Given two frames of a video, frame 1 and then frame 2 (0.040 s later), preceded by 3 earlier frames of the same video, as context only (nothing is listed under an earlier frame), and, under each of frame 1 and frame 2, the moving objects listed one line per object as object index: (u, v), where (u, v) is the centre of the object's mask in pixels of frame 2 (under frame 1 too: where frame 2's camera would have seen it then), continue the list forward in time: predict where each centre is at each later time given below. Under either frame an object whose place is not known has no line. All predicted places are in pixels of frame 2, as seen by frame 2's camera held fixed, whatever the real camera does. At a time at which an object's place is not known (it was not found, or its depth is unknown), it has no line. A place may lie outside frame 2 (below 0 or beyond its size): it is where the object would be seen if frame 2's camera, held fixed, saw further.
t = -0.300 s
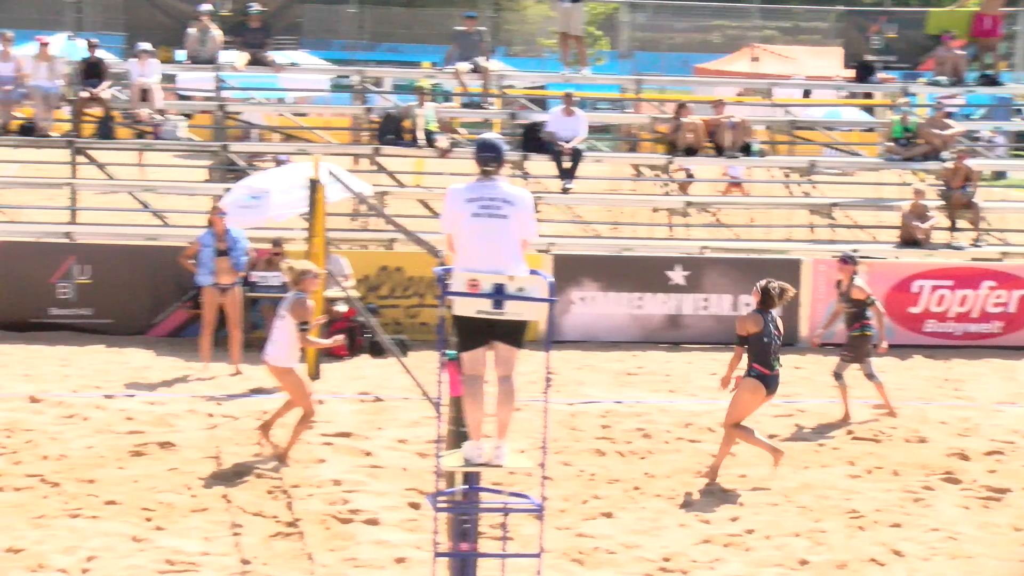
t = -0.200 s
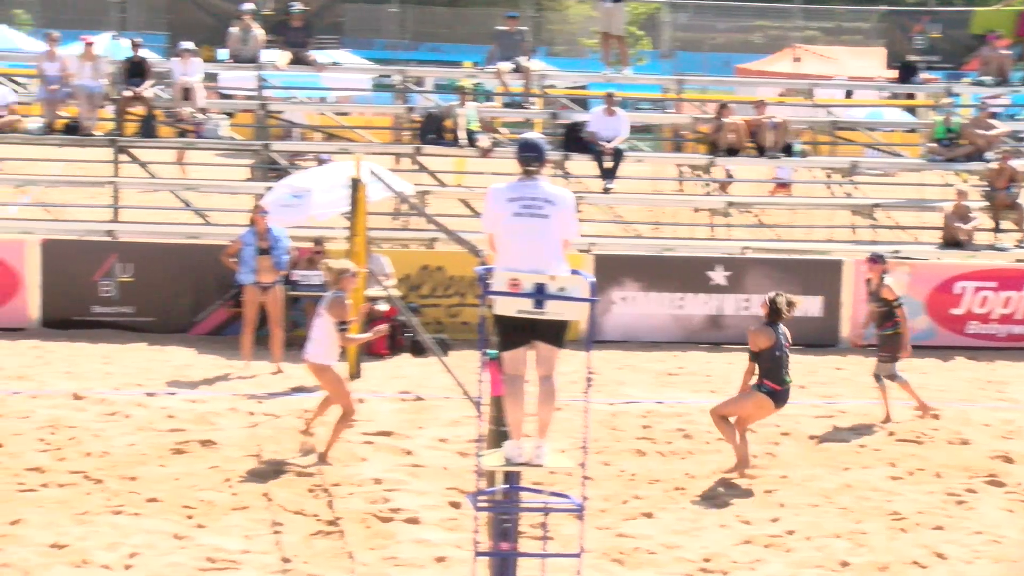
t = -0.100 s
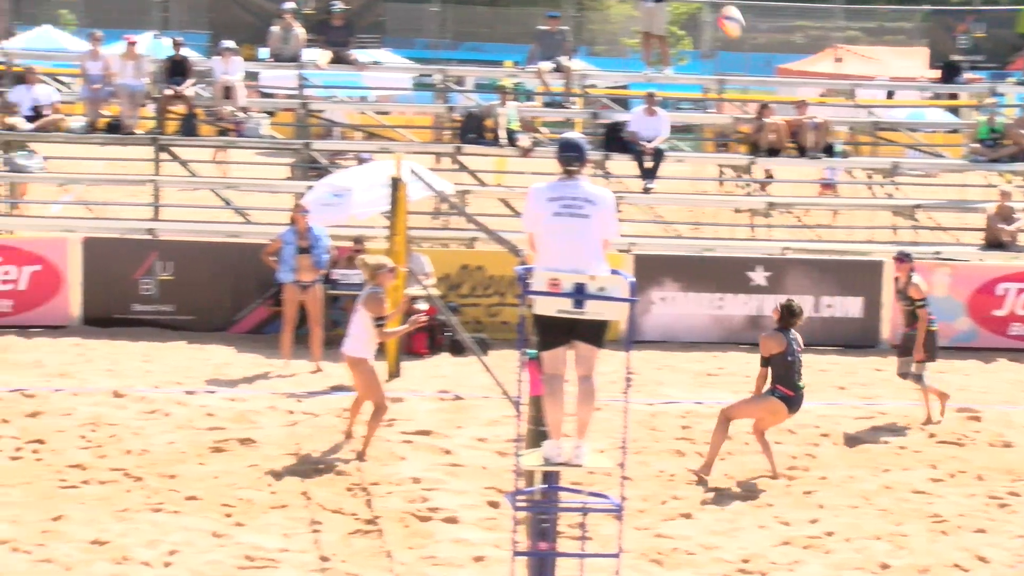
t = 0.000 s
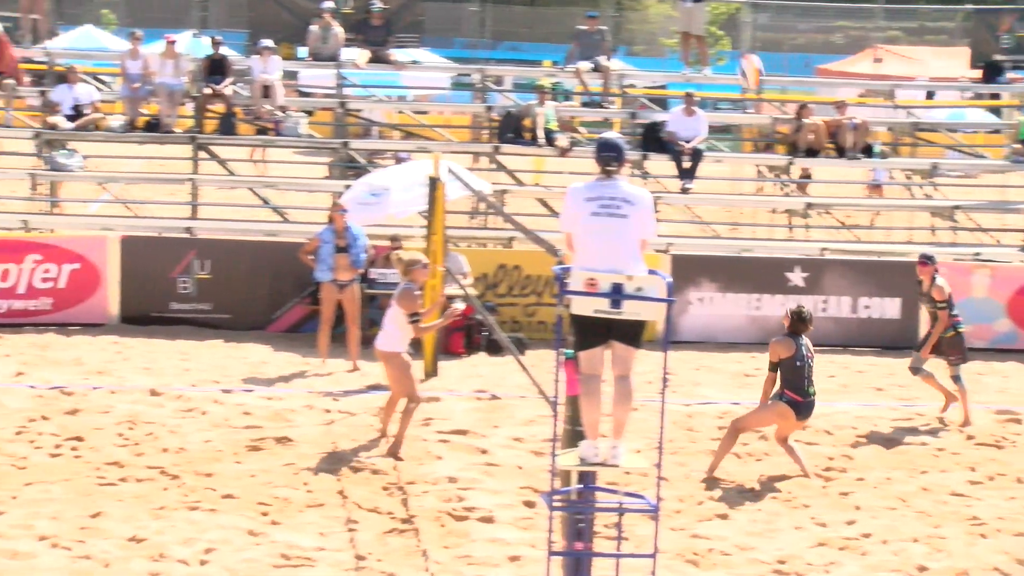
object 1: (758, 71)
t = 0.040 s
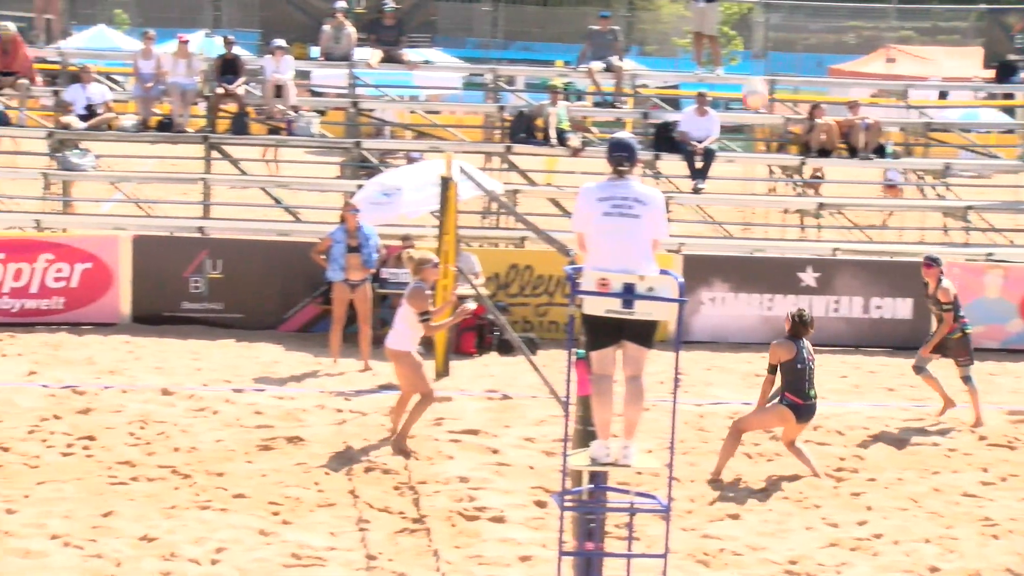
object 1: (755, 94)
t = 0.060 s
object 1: (754, 106)
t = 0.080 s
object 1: (750, 120)
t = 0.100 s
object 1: (747, 133)
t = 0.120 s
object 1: (745, 143)
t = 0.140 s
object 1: (742, 158)
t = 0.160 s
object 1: (738, 171)
